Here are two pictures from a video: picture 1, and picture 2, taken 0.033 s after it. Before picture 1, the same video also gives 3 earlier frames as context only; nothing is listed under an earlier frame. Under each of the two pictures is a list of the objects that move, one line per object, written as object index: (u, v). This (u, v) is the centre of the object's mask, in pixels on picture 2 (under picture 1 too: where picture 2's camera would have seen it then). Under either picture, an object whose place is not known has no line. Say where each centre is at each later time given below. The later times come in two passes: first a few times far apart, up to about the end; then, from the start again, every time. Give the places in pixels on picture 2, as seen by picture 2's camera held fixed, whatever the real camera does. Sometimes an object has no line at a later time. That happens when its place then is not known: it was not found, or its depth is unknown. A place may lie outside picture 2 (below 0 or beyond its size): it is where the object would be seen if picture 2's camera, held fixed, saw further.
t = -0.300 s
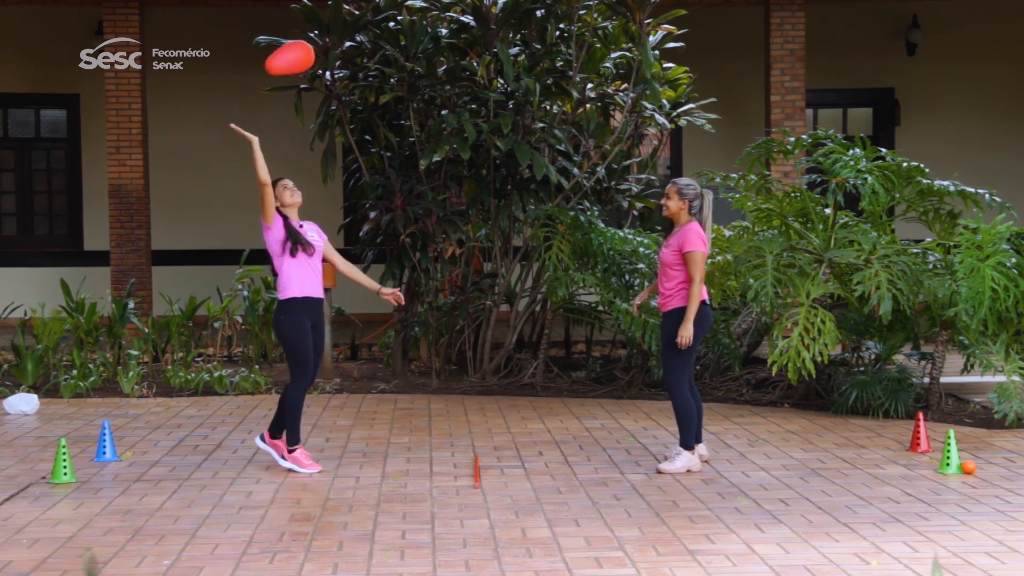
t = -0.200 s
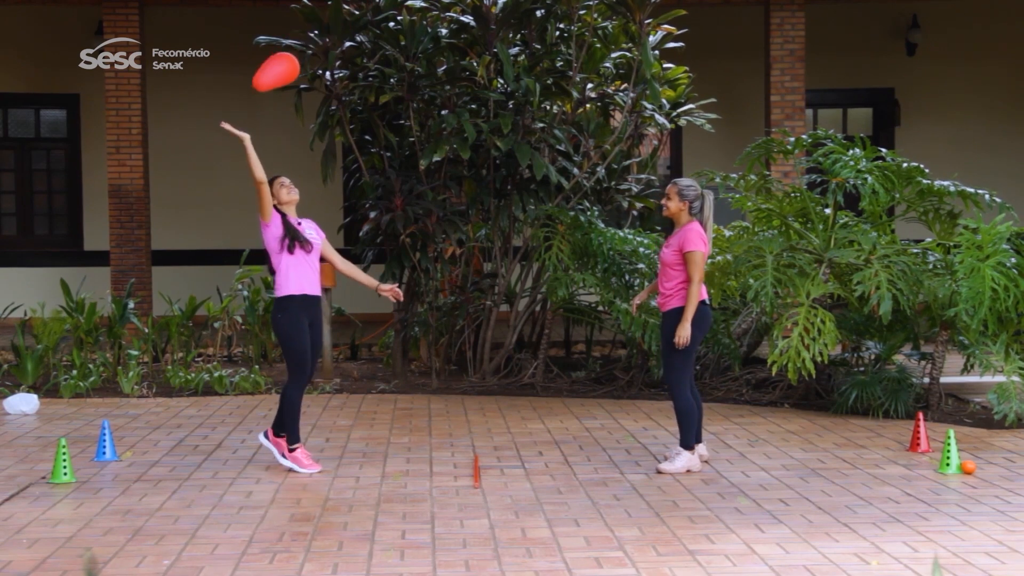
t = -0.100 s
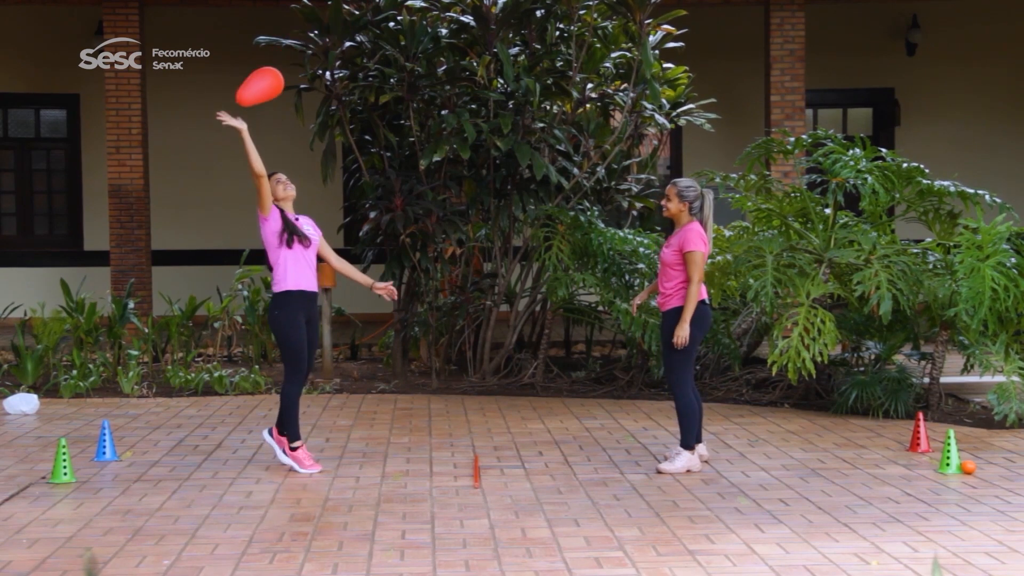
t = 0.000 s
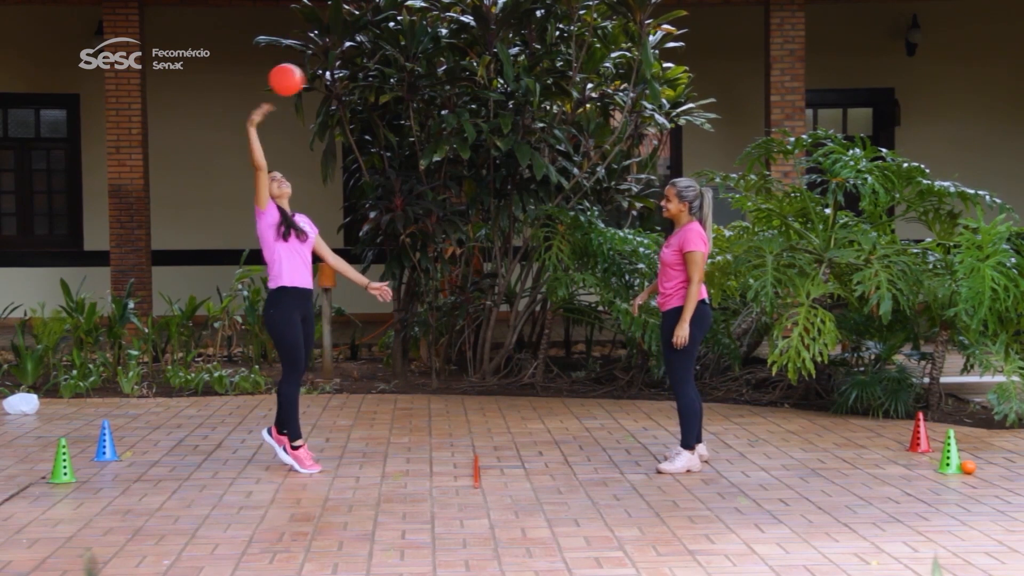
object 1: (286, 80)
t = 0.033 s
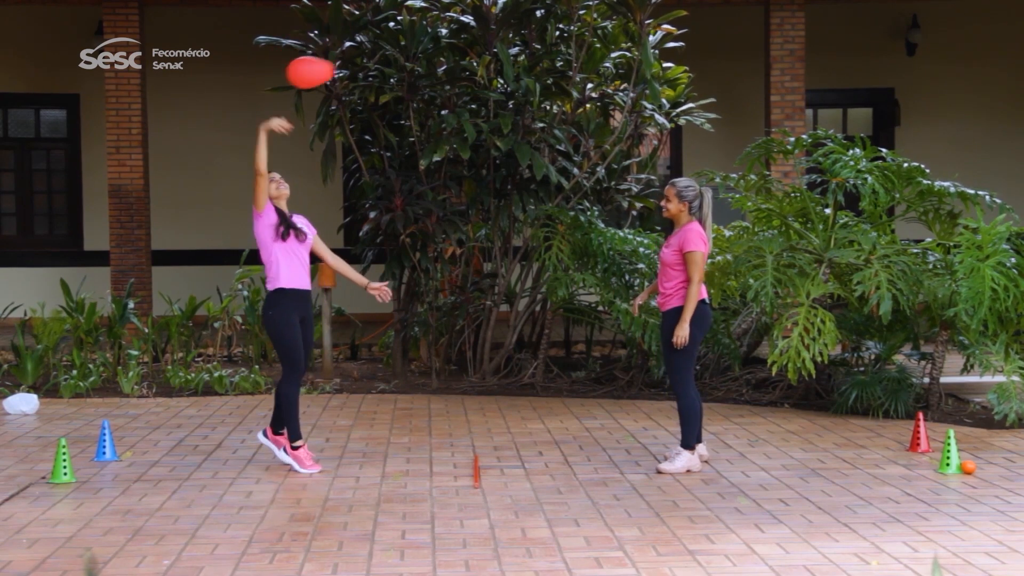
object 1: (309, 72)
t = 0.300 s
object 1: (418, 65)
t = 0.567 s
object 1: (442, 85)
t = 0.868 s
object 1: (430, 111)
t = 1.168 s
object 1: (394, 154)
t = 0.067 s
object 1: (332, 65)
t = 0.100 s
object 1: (352, 61)
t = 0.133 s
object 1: (369, 59)
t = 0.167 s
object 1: (383, 60)
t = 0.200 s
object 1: (394, 61)
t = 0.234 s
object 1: (403, 62)
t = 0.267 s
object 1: (411, 64)
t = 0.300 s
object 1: (418, 65)
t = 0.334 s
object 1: (425, 67)
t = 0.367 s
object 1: (431, 69)
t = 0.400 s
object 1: (436, 71)
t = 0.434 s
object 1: (440, 73)
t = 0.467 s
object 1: (442, 77)
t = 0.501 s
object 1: (443, 80)
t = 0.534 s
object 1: (442, 83)
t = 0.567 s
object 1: (442, 85)
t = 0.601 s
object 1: (442, 87)
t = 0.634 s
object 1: (441, 90)
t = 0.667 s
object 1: (440, 92)
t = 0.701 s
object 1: (439, 95)
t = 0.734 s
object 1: (438, 98)
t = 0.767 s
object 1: (436, 101)
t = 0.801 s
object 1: (434, 104)
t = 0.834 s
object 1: (432, 107)
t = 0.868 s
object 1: (430, 111)
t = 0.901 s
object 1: (427, 115)
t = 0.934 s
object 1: (424, 119)
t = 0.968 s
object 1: (421, 123)
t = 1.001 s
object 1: (417, 127)
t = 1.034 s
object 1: (413, 132)
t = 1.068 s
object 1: (409, 137)
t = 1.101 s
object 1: (404, 142)
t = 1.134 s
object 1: (399, 148)
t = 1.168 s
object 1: (394, 154)
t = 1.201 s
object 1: (389, 160)
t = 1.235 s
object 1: (383, 167)
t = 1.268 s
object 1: (377, 173)
